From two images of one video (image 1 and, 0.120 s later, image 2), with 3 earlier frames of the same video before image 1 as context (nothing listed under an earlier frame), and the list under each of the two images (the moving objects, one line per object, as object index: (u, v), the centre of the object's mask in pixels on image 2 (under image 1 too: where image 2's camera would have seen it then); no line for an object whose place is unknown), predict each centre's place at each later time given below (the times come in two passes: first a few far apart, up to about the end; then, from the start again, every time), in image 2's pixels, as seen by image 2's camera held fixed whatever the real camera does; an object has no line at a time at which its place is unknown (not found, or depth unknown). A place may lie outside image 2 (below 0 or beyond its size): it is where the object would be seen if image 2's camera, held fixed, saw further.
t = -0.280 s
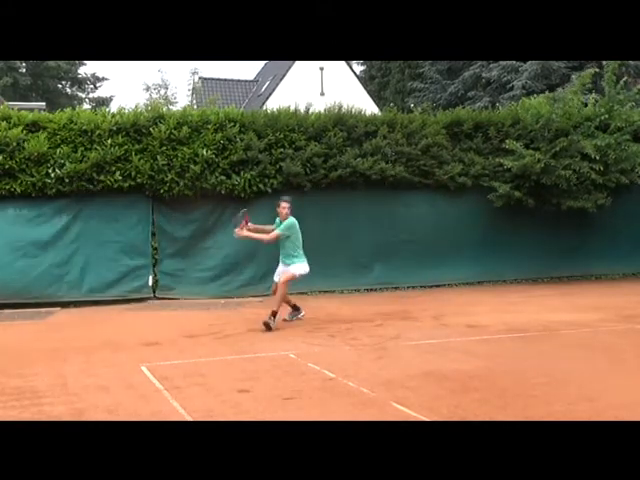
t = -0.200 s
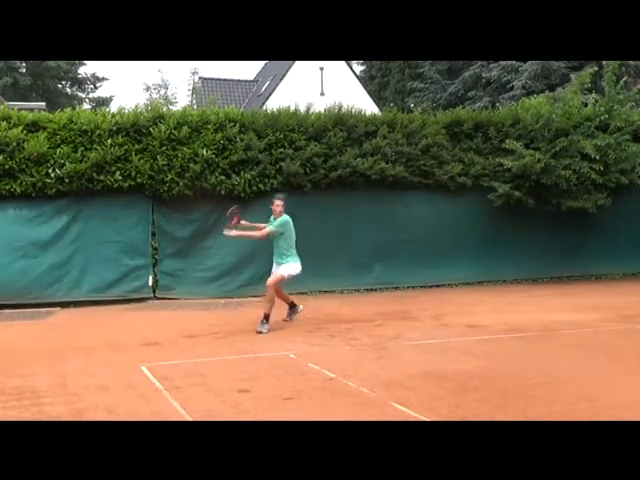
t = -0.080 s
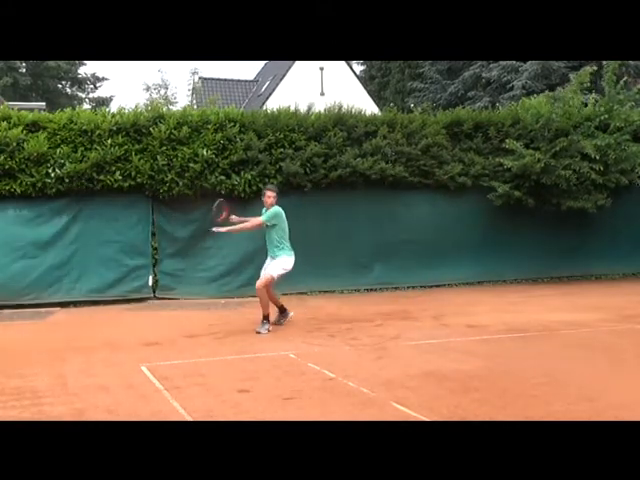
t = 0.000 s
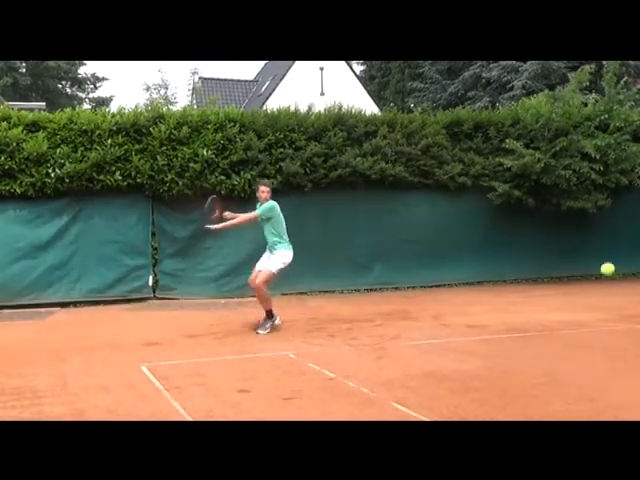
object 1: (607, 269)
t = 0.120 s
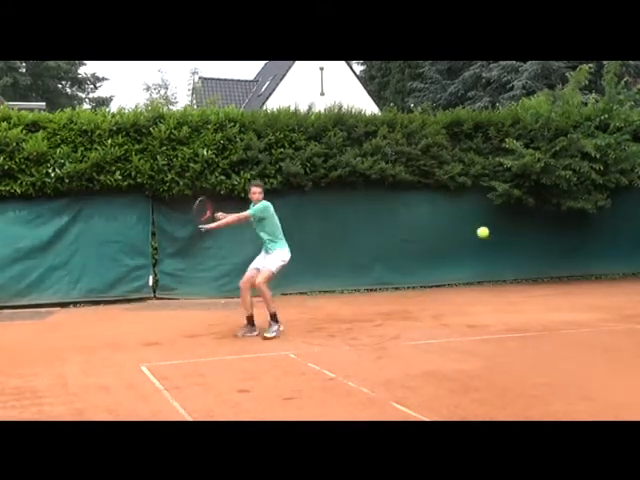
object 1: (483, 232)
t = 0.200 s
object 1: (414, 224)
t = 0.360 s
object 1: (305, 236)
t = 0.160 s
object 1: (447, 226)
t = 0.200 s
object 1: (414, 224)
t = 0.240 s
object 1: (384, 224)
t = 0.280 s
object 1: (356, 225)
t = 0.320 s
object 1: (330, 230)
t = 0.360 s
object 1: (305, 236)
